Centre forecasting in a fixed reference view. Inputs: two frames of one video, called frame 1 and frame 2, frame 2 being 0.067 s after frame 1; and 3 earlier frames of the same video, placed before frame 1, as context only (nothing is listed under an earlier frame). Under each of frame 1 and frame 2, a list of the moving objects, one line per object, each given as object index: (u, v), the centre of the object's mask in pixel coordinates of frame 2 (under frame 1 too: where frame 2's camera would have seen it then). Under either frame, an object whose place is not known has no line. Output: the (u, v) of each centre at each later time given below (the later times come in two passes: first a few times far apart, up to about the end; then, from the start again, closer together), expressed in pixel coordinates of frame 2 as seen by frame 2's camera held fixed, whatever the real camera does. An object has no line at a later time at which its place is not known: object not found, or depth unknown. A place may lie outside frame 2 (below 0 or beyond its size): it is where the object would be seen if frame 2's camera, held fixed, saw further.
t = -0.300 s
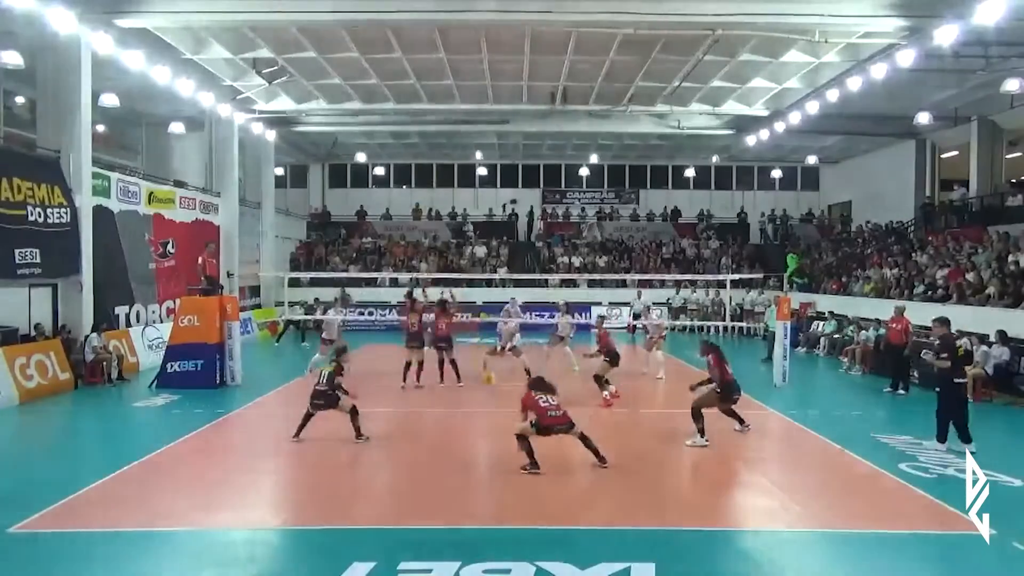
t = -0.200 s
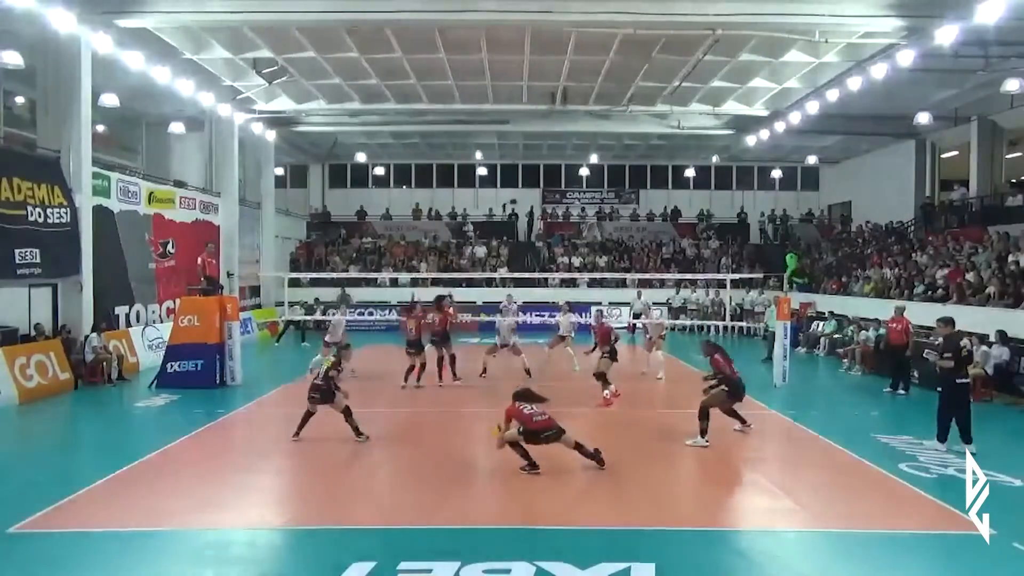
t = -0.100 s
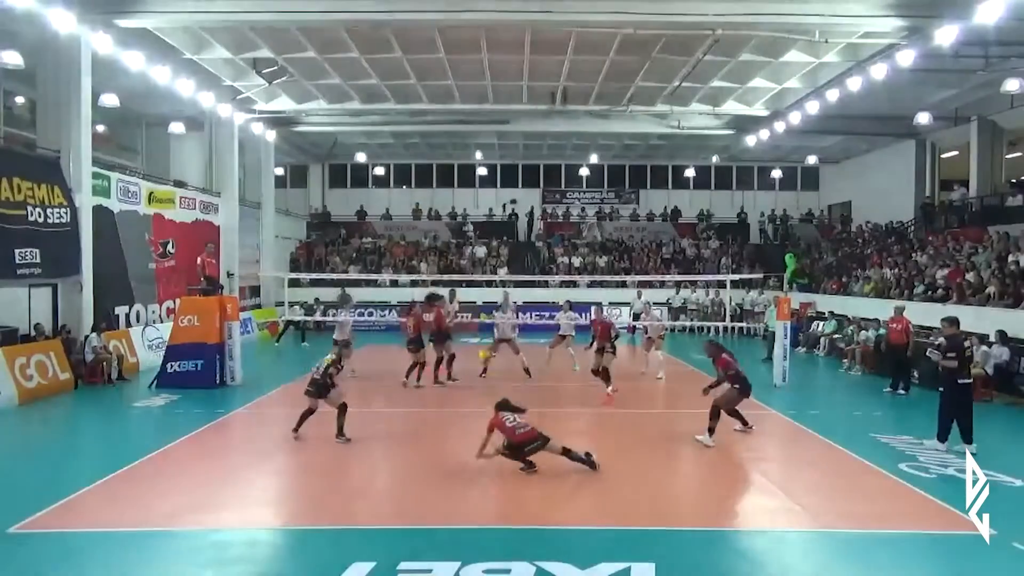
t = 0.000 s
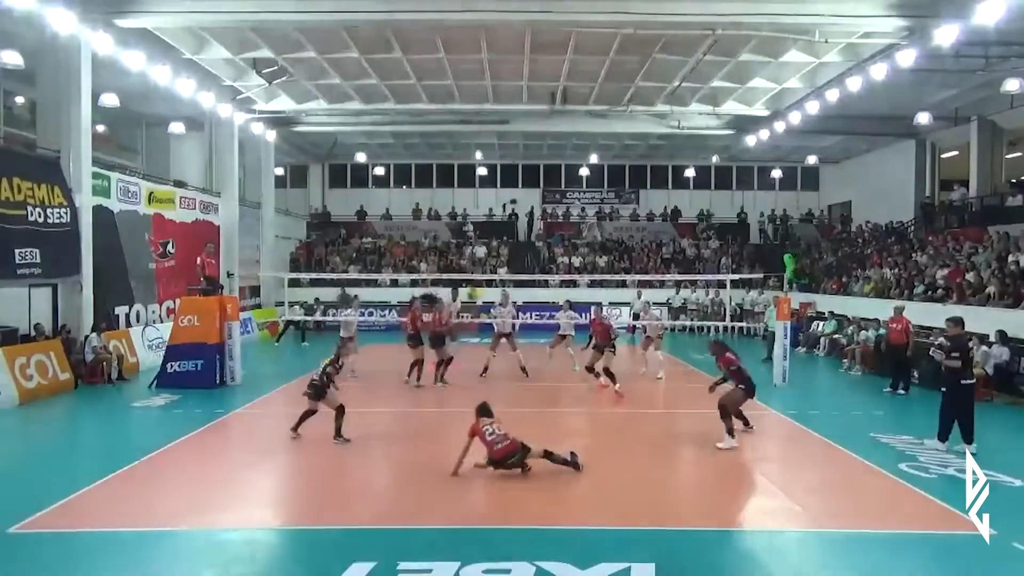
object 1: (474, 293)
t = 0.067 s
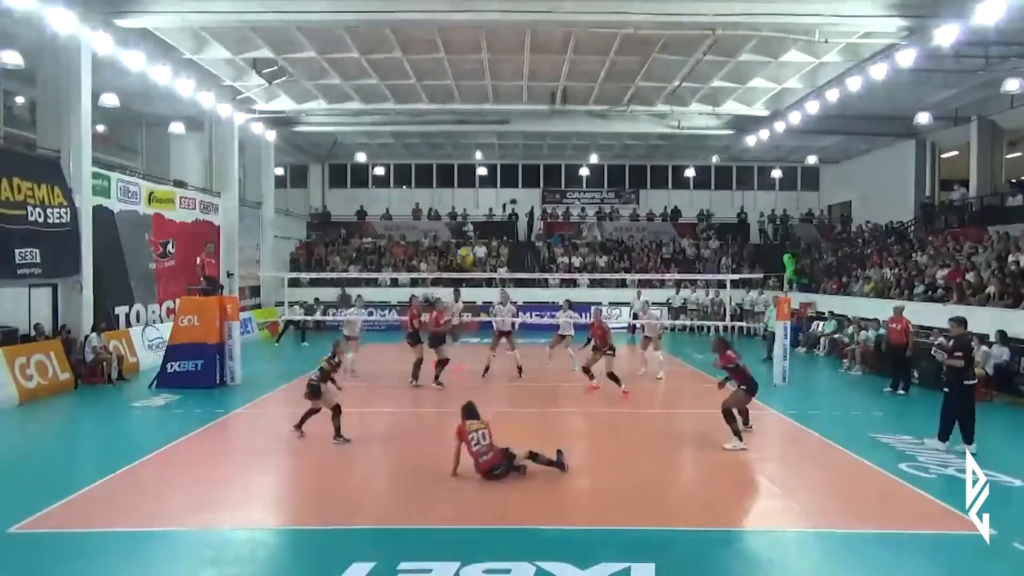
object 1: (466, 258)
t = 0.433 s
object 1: (423, 118)
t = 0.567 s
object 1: (408, 95)
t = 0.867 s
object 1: (377, 88)
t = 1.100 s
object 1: (353, 127)
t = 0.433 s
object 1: (423, 118)
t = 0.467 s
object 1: (418, 110)
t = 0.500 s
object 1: (416, 104)
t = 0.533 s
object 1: (412, 100)
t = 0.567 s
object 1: (408, 95)
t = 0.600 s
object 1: (405, 91)
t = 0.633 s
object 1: (401, 86)
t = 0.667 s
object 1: (400, 86)
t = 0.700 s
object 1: (397, 84)
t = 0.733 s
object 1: (391, 83)
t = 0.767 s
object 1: (390, 84)
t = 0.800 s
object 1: (384, 84)
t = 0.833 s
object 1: (382, 86)
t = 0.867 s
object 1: (377, 88)
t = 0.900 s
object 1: (376, 95)
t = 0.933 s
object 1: (375, 95)
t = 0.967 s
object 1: (367, 103)
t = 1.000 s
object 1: (364, 108)
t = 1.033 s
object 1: (362, 114)
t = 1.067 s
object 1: (360, 122)
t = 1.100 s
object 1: (353, 127)
